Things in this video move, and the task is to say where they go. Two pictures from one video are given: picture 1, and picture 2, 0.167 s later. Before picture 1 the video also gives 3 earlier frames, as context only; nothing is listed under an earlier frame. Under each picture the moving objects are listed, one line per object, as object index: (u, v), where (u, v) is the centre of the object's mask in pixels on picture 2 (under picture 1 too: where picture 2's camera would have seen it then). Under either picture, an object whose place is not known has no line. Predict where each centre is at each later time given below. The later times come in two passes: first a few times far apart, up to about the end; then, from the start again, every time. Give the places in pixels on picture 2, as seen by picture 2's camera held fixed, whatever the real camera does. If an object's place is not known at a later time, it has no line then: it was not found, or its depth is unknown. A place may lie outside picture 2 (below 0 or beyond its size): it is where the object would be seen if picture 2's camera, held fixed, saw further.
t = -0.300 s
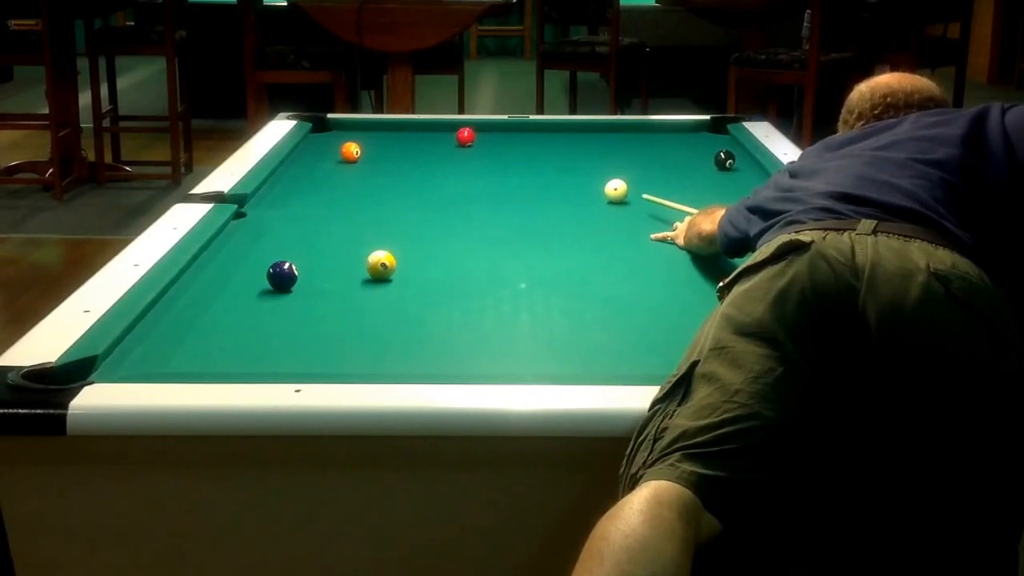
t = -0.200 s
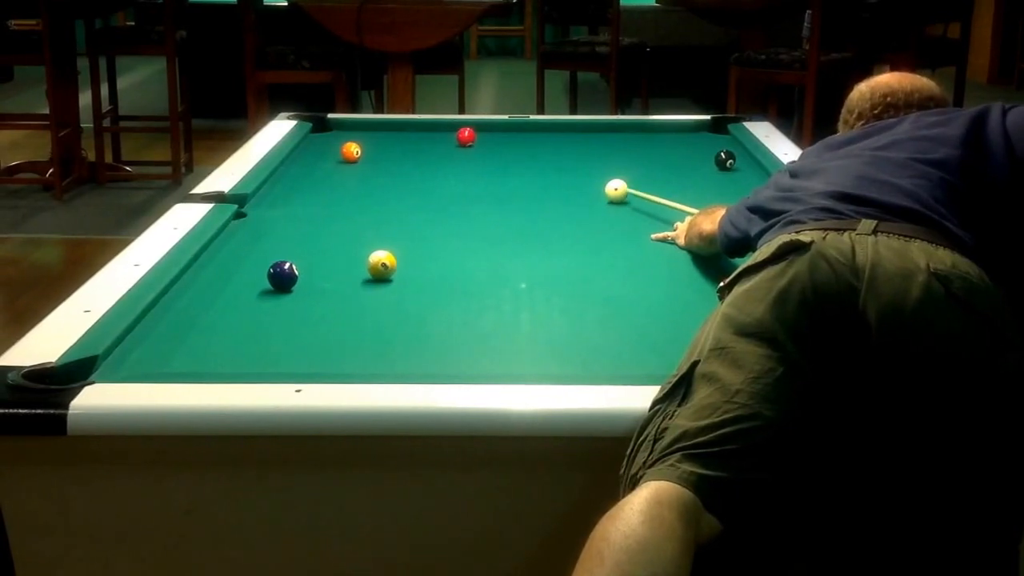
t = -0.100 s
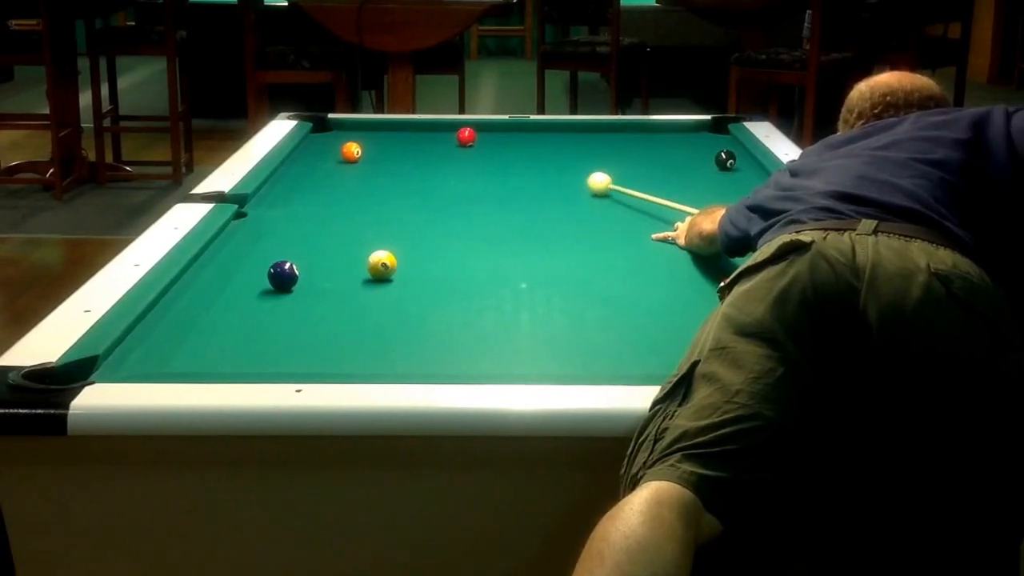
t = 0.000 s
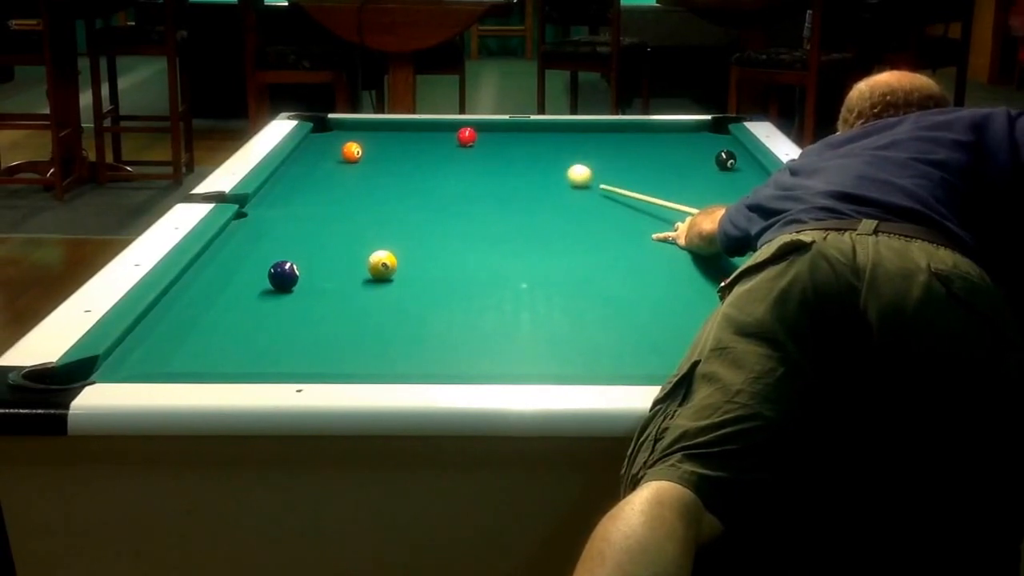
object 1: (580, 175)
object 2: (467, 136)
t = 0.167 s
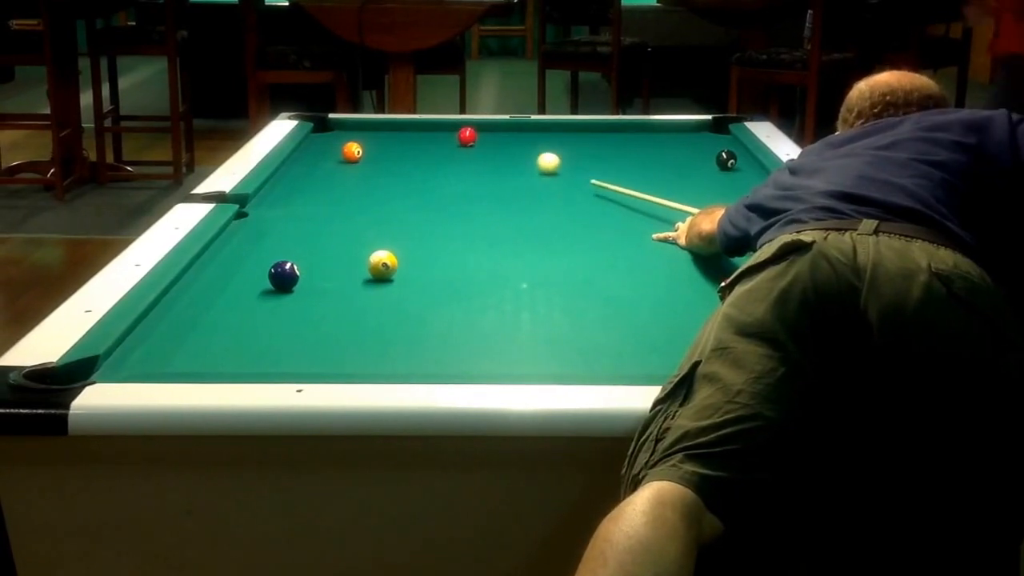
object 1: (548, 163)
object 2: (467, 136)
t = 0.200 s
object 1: (542, 161)
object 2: (467, 136)
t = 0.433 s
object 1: (505, 146)
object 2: (467, 136)
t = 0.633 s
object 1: (489, 136)
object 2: (454, 135)
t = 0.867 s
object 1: (498, 127)
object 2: (419, 132)
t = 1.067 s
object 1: (504, 127)
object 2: (391, 130)
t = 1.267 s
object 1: (509, 131)
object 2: (364, 127)
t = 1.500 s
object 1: (514, 136)
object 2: (335, 125)
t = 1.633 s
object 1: (517, 138)
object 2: (320, 124)
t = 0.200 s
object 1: (542, 161)
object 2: (467, 136)
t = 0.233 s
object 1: (536, 158)
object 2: (467, 136)
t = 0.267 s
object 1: (531, 156)
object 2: (467, 136)
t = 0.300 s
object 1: (525, 154)
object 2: (467, 136)
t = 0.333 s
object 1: (520, 152)
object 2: (467, 136)
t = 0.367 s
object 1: (515, 150)
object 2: (467, 136)
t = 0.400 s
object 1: (510, 148)
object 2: (467, 136)
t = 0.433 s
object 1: (505, 146)
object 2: (467, 136)
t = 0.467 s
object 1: (500, 144)
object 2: (467, 136)
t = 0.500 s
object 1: (495, 142)
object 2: (467, 136)
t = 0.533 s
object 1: (490, 140)
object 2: (466, 136)
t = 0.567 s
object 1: (486, 138)
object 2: (466, 136)
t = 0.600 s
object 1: (487, 137)
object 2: (461, 135)
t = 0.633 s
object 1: (489, 136)
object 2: (454, 135)
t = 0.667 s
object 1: (491, 134)
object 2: (449, 135)
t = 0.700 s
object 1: (492, 133)
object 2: (444, 134)
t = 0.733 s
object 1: (493, 132)
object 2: (439, 134)
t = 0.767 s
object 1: (495, 131)
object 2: (434, 134)
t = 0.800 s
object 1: (496, 130)
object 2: (429, 133)
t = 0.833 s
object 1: (497, 128)
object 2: (424, 132)
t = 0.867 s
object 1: (498, 127)
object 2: (419, 132)
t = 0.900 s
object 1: (500, 126)
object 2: (414, 132)
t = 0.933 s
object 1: (501, 125)
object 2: (409, 131)
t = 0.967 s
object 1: (502, 125)
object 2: (404, 131)
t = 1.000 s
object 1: (502, 126)
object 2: (400, 131)
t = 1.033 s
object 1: (503, 126)
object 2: (395, 130)
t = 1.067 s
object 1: (504, 127)
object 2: (391, 130)
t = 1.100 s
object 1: (505, 128)
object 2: (386, 129)
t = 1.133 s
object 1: (506, 129)
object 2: (382, 129)
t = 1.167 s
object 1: (506, 129)
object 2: (377, 128)
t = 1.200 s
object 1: (507, 130)
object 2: (373, 128)
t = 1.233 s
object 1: (508, 131)
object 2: (368, 128)
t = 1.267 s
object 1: (509, 131)
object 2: (364, 127)
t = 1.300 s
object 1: (509, 132)
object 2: (359, 127)
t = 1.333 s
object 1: (510, 133)
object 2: (356, 127)
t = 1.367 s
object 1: (511, 133)
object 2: (351, 126)
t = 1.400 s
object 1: (512, 134)
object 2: (348, 126)
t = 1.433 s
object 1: (512, 135)
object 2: (344, 126)
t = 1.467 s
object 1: (513, 135)
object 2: (339, 126)
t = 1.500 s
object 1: (514, 136)
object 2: (335, 125)
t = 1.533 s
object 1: (515, 137)
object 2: (331, 125)
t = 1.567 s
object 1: (515, 137)
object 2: (327, 124)
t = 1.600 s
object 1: (516, 137)
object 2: (324, 124)
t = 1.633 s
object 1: (517, 138)
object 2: (320, 124)
